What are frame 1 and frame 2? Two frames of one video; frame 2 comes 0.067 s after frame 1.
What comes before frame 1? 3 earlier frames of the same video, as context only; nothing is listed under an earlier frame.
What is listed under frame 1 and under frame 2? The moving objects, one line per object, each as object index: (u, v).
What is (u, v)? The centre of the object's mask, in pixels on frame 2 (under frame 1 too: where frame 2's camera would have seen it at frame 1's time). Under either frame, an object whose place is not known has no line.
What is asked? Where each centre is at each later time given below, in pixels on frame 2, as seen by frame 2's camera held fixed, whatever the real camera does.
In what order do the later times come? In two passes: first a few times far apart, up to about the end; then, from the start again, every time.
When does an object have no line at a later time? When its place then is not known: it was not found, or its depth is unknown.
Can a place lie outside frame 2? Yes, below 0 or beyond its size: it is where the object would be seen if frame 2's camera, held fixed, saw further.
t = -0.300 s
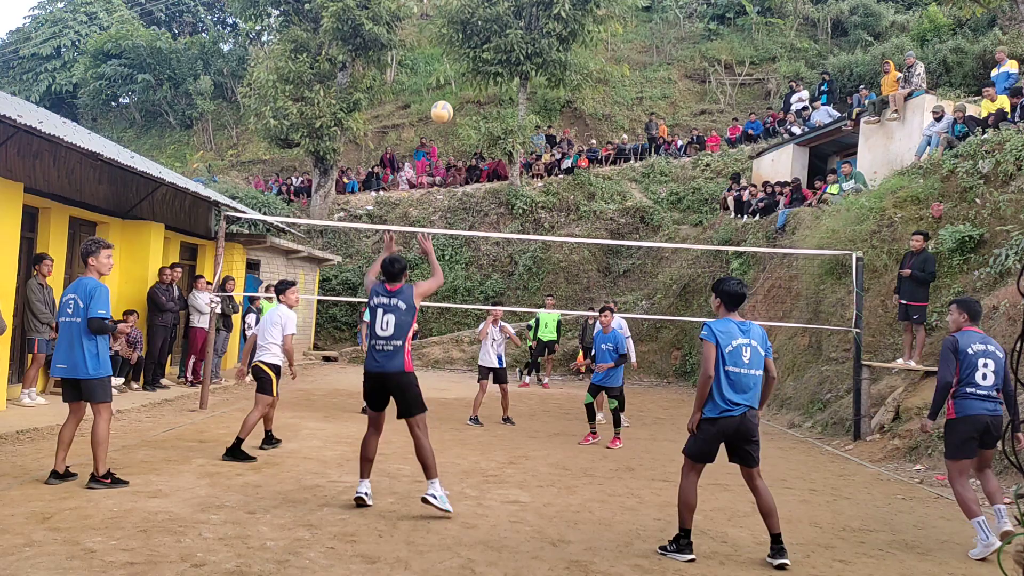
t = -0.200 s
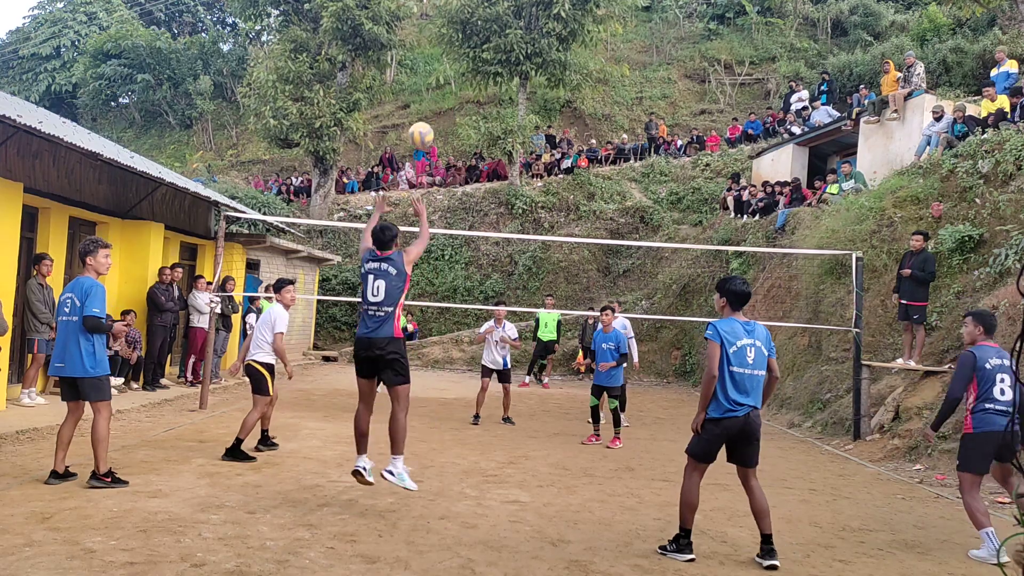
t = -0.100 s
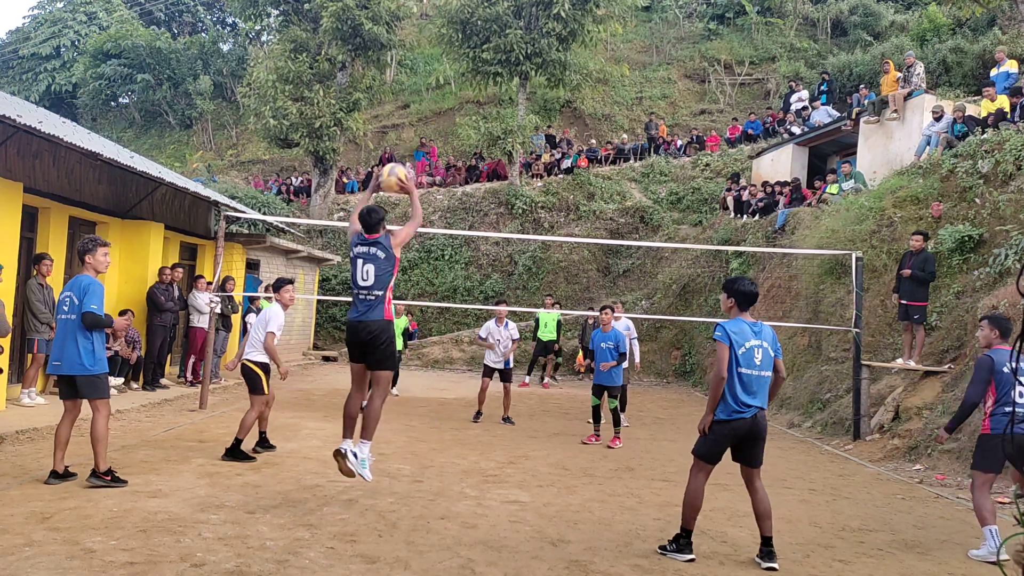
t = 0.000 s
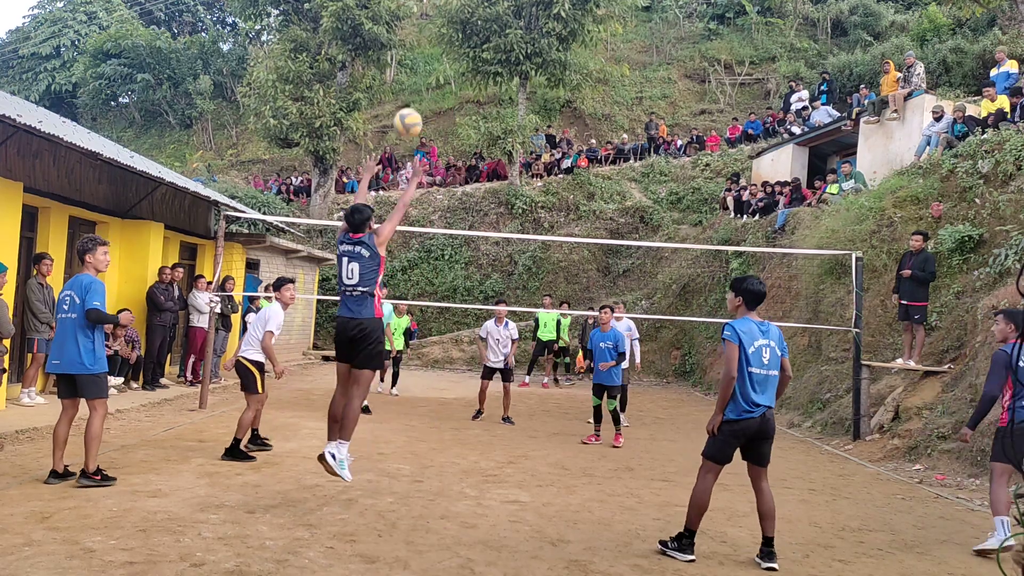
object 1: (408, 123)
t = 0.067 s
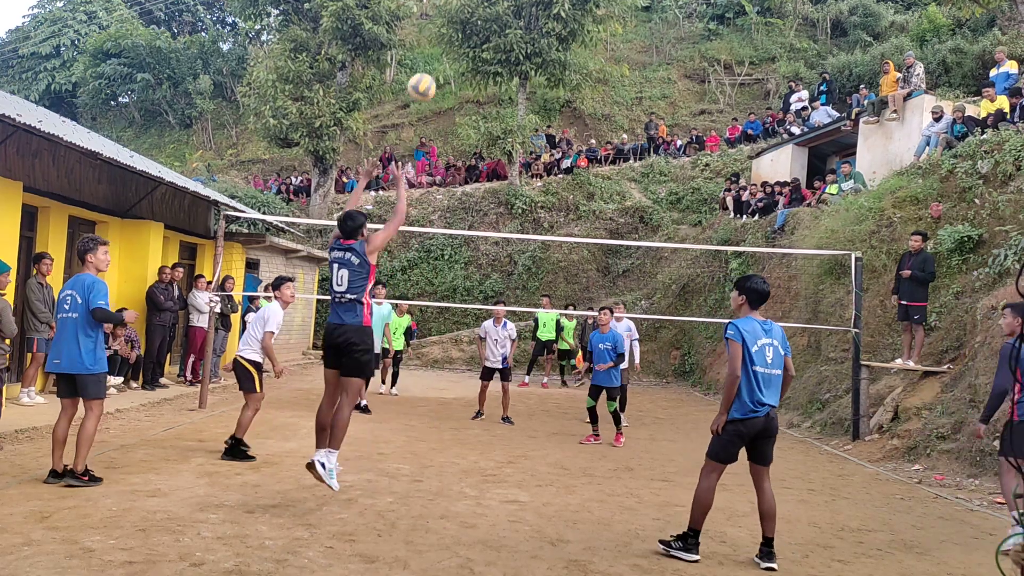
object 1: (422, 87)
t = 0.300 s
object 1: (463, 18)
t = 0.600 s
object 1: (498, 27)
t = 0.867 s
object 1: (519, 111)
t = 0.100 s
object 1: (428, 73)
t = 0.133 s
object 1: (434, 59)
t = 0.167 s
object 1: (440, 48)
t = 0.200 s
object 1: (446, 39)
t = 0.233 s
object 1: (452, 30)
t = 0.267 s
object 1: (457, 24)
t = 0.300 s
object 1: (463, 18)
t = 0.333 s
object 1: (467, 14)
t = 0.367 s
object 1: (472, 12)
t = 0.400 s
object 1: (476, 11)
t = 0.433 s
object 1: (481, 11)
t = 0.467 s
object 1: (485, 12)
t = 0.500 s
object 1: (489, 13)
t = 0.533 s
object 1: (492, 17)
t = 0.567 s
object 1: (495, 22)
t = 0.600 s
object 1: (498, 27)
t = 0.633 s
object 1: (501, 34)
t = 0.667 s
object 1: (504, 42)
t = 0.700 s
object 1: (507, 51)
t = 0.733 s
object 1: (510, 61)
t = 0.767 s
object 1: (512, 73)
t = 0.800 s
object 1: (514, 84)
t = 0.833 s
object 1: (517, 97)
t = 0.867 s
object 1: (519, 111)
